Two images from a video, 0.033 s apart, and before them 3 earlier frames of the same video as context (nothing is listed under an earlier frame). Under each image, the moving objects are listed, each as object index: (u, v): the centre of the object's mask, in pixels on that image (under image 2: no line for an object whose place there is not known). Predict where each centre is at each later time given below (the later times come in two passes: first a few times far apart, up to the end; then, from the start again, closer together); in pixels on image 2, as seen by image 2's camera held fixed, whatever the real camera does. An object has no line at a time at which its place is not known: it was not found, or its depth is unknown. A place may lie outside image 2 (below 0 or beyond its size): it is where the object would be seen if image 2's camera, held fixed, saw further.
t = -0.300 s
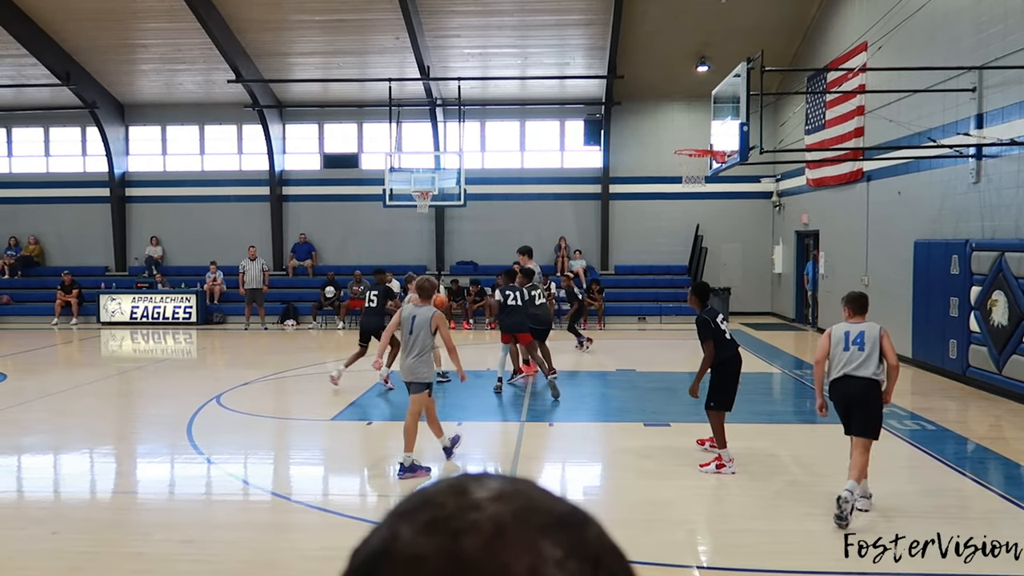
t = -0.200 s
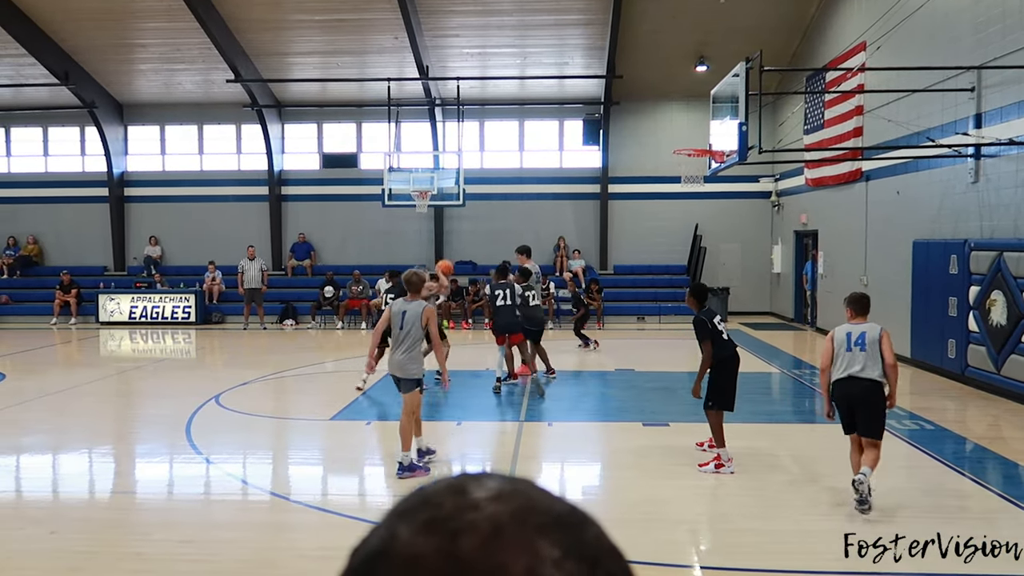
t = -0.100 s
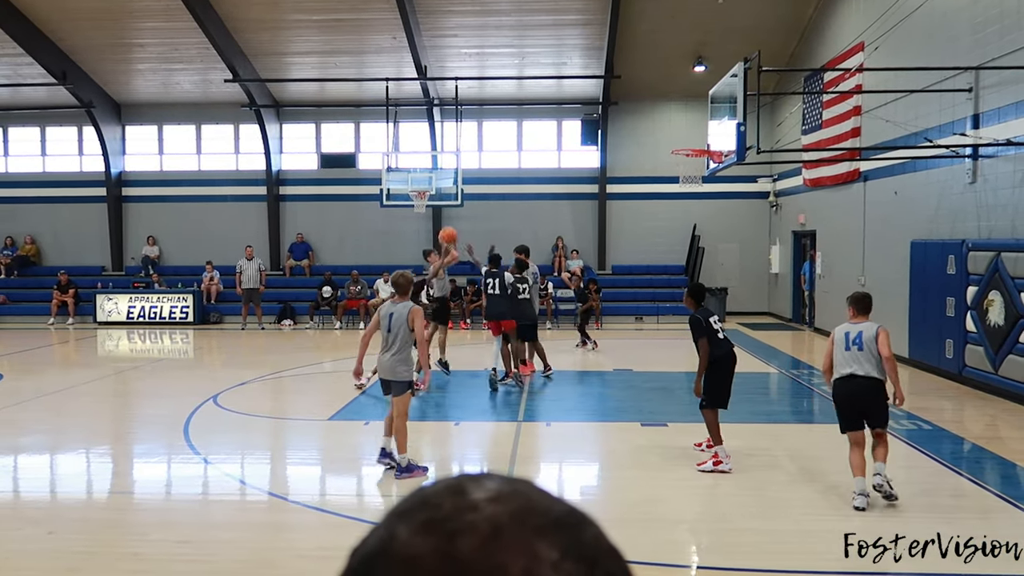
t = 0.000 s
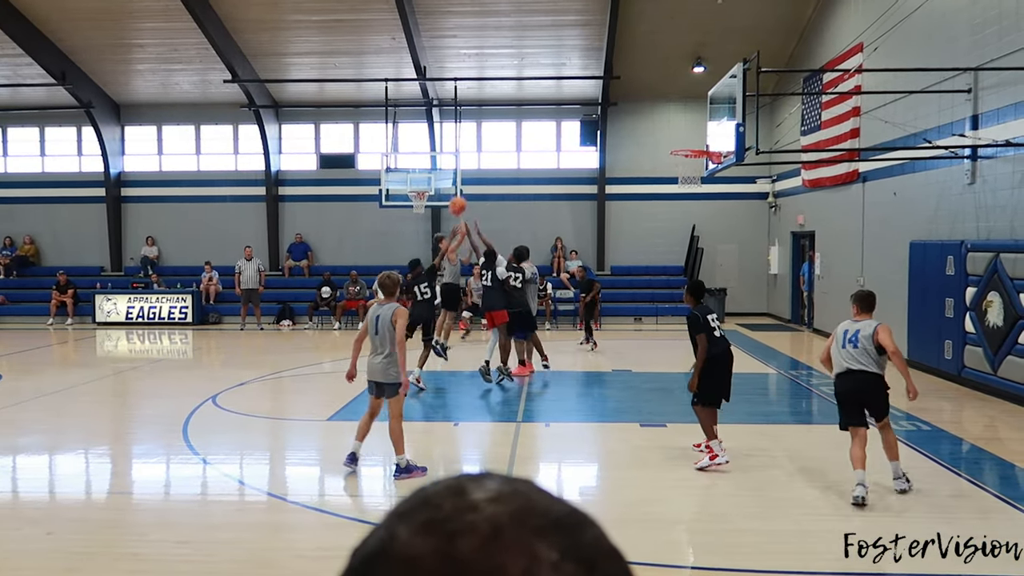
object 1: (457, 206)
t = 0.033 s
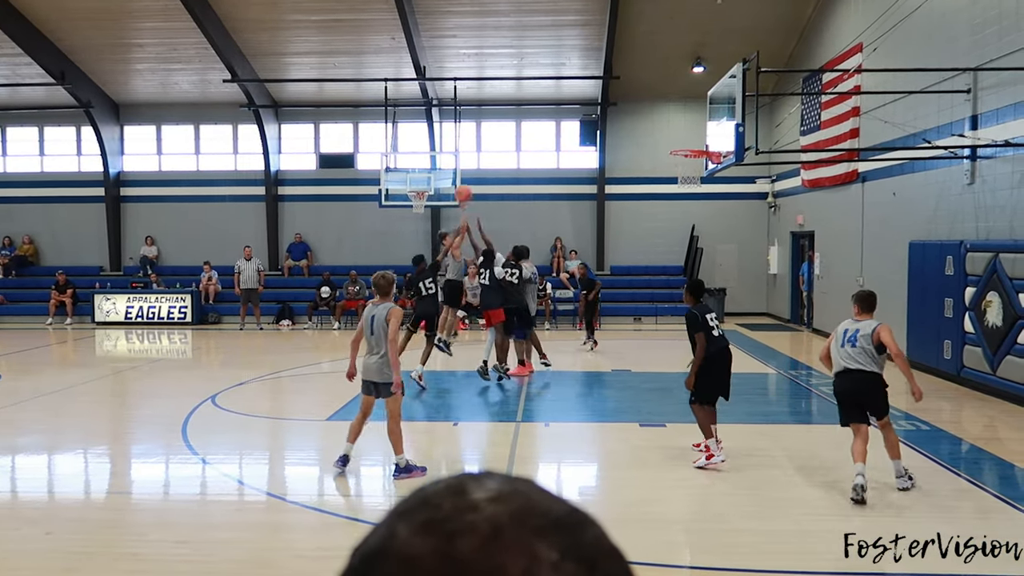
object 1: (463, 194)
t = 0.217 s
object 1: (503, 143)
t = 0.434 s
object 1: (553, 111)
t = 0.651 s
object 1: (604, 117)
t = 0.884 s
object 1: (661, 164)
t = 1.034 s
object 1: (697, 216)
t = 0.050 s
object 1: (467, 188)
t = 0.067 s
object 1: (470, 182)
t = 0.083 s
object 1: (474, 177)
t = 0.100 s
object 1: (477, 173)
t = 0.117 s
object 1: (481, 168)
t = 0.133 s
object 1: (485, 163)
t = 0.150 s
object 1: (488, 158)
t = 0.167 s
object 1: (492, 154)
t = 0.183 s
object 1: (496, 150)
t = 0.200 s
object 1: (500, 146)
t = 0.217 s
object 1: (503, 143)
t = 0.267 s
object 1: (515, 132)
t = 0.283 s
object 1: (518, 129)
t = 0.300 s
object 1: (523, 126)
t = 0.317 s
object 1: (526, 123)
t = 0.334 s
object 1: (530, 121)
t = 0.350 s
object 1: (534, 119)
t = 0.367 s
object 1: (538, 117)
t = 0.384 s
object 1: (542, 115)
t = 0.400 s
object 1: (545, 114)
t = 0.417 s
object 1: (550, 113)
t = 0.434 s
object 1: (553, 111)
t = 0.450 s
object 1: (557, 111)
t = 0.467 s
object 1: (561, 110)
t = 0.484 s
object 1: (564, 110)
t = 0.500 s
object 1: (569, 110)
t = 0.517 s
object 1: (573, 110)
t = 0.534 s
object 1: (576, 110)
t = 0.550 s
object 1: (580, 110)
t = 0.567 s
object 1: (585, 110)
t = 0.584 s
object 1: (588, 112)
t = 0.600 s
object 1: (592, 113)
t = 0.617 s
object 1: (597, 114)
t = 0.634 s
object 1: (600, 115)
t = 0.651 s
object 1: (604, 117)
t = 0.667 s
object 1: (608, 118)
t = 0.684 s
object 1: (612, 120)
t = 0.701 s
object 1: (616, 123)
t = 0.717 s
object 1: (620, 125)
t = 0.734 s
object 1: (624, 128)
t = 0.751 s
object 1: (628, 131)
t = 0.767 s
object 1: (632, 134)
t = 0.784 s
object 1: (636, 138)
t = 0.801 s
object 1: (640, 141)
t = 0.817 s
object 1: (644, 145)
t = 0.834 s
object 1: (649, 149)
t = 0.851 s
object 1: (653, 154)
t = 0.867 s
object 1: (657, 159)
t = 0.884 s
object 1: (661, 164)
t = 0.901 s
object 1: (665, 168)
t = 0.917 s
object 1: (669, 174)
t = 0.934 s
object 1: (673, 179)
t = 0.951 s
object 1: (677, 185)
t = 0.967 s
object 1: (681, 190)
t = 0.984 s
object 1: (685, 196)
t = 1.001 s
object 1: (689, 202)
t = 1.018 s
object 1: (693, 209)
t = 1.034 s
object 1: (697, 216)
